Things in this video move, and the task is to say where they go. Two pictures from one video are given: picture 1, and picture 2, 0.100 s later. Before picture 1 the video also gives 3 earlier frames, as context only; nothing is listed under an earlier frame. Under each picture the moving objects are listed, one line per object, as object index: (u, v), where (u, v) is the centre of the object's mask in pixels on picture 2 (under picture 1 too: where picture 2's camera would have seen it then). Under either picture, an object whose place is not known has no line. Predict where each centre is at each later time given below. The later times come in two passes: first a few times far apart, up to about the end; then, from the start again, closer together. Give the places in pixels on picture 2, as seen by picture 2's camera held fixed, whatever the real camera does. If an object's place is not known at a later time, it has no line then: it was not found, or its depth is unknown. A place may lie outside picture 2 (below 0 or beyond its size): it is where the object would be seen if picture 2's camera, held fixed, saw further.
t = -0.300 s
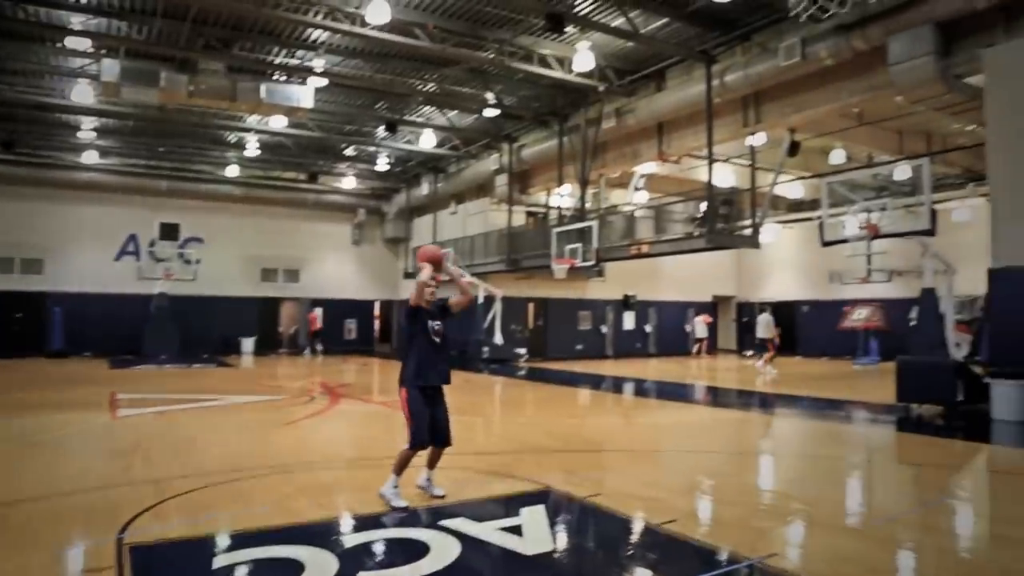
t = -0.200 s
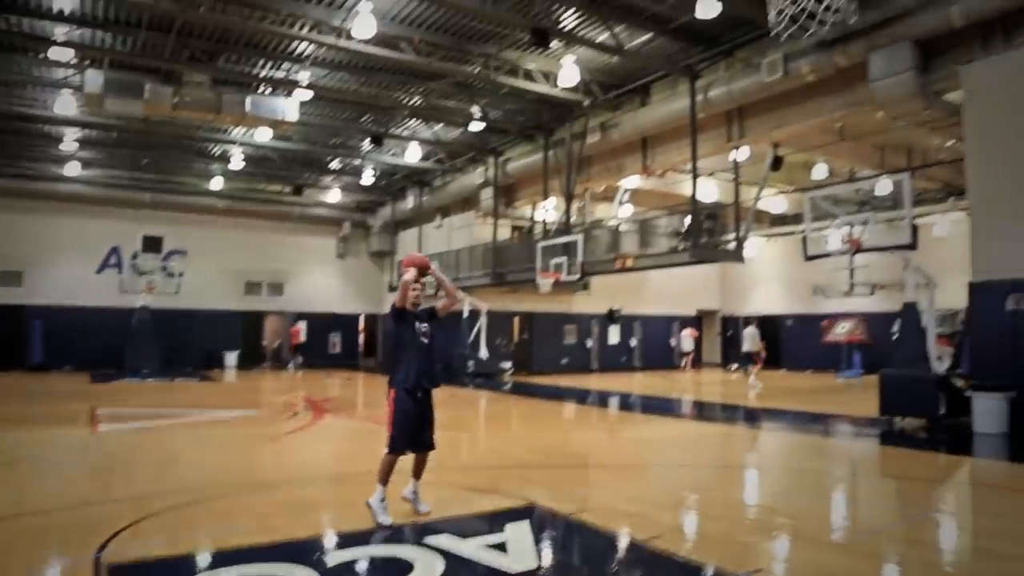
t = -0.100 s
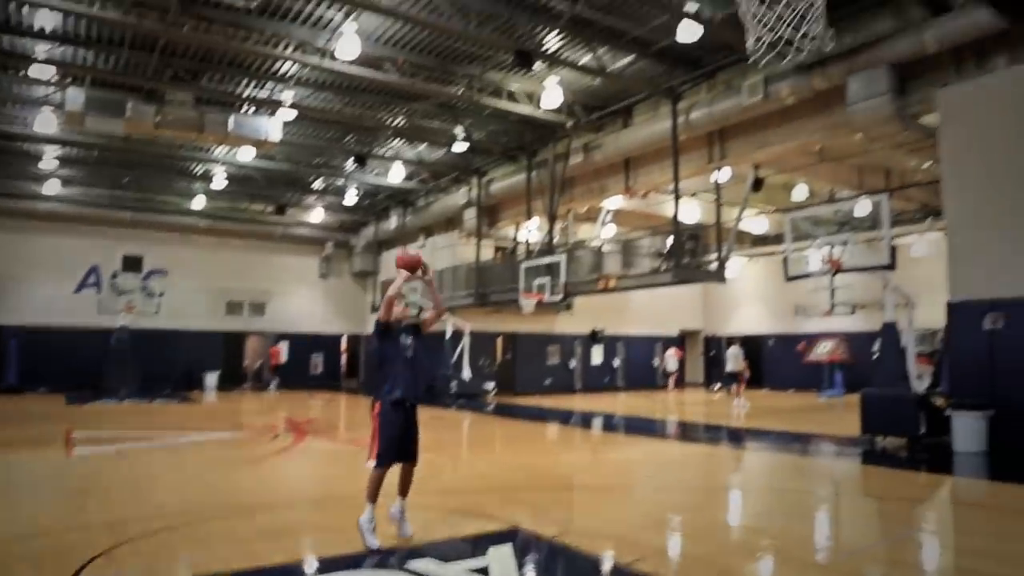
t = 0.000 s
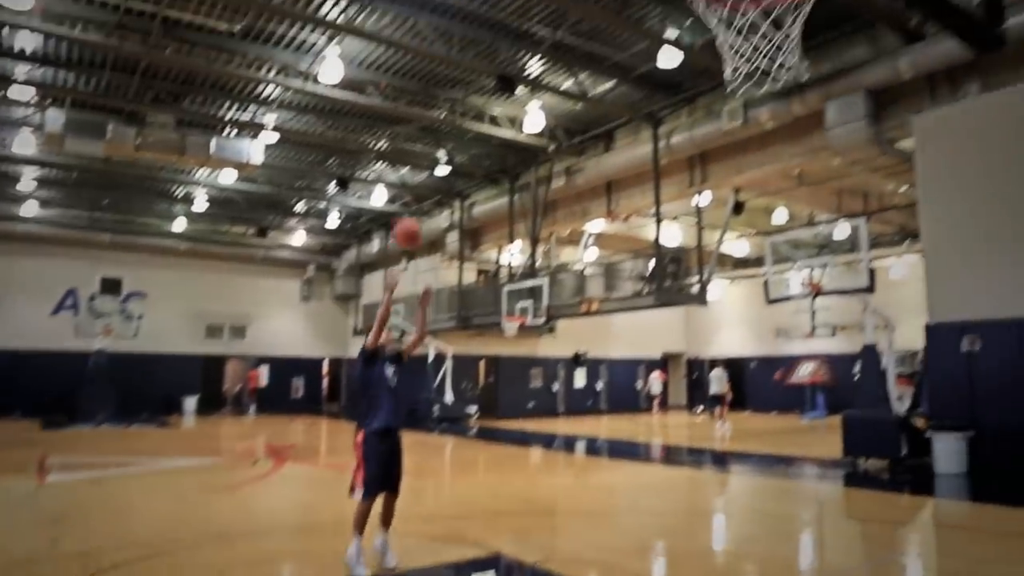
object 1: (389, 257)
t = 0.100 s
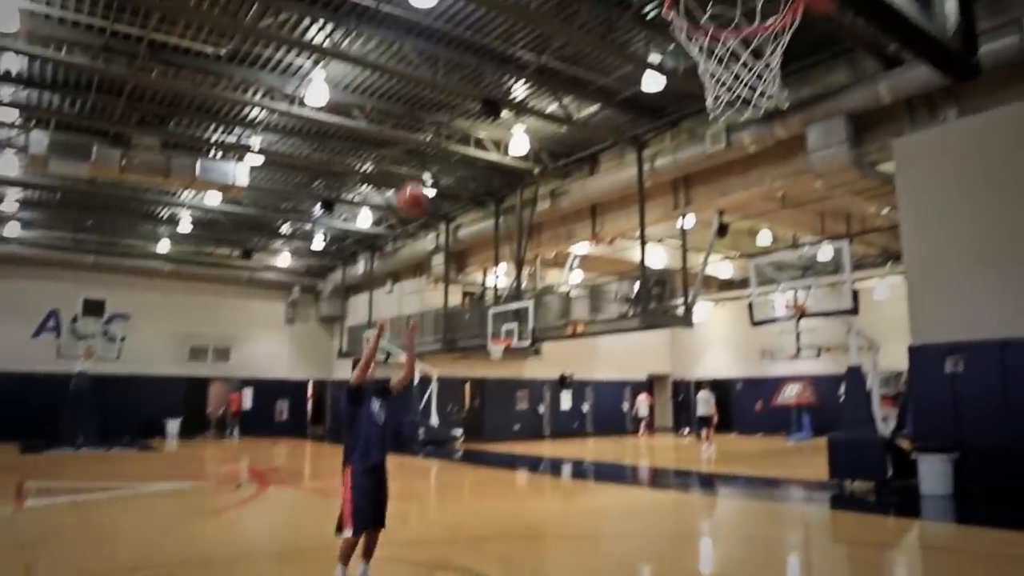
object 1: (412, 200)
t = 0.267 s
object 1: (452, 117)
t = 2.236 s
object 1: (806, 328)
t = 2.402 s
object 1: (843, 590)
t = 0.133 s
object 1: (420, 181)
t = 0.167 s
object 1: (427, 164)
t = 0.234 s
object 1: (443, 133)
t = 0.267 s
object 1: (452, 117)
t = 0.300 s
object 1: (462, 102)
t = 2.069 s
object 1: (767, 140)
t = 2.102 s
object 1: (773, 170)
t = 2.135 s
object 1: (779, 199)
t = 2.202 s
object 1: (796, 280)
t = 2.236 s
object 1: (806, 328)
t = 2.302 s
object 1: (818, 423)
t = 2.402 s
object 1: (843, 590)
